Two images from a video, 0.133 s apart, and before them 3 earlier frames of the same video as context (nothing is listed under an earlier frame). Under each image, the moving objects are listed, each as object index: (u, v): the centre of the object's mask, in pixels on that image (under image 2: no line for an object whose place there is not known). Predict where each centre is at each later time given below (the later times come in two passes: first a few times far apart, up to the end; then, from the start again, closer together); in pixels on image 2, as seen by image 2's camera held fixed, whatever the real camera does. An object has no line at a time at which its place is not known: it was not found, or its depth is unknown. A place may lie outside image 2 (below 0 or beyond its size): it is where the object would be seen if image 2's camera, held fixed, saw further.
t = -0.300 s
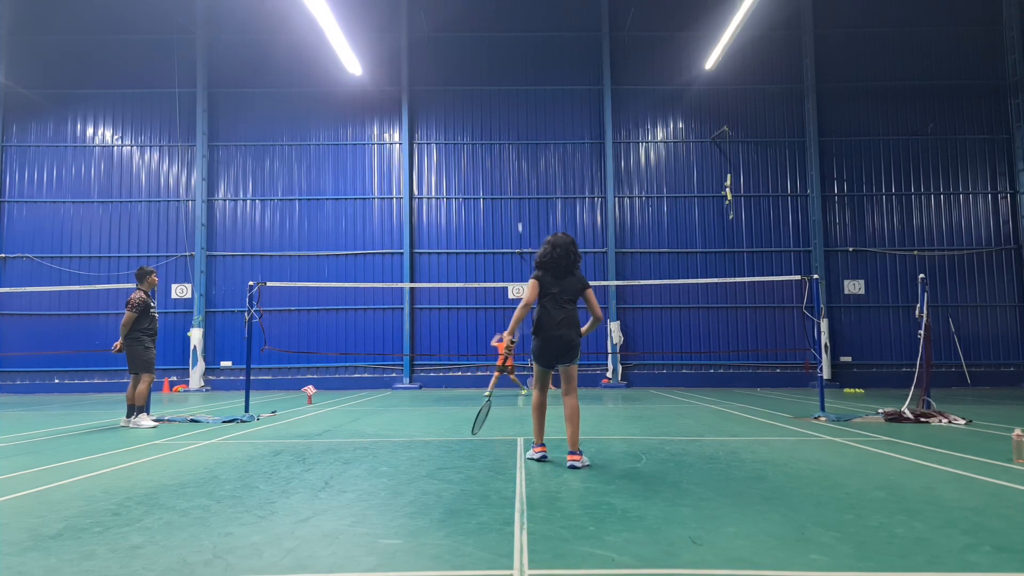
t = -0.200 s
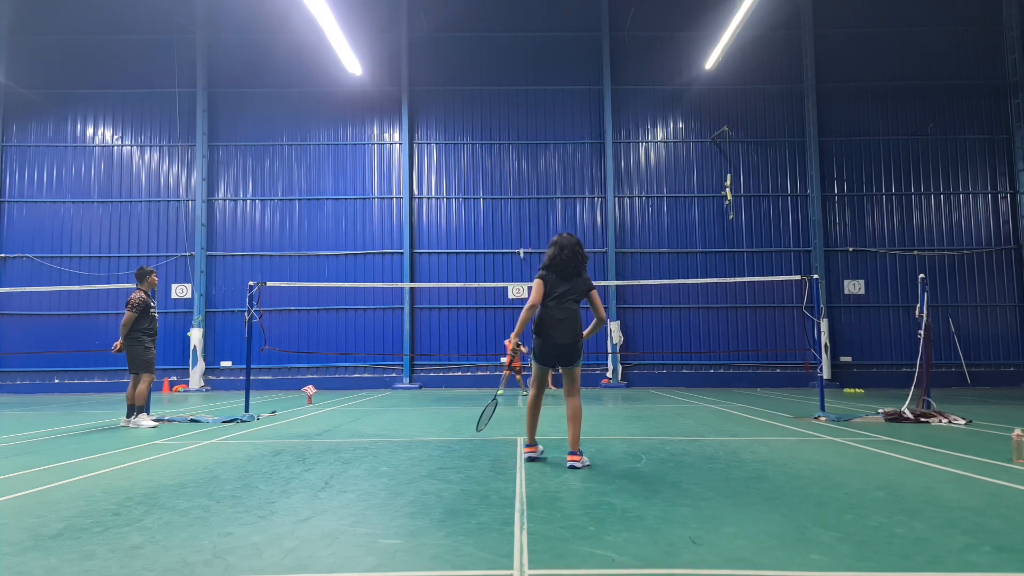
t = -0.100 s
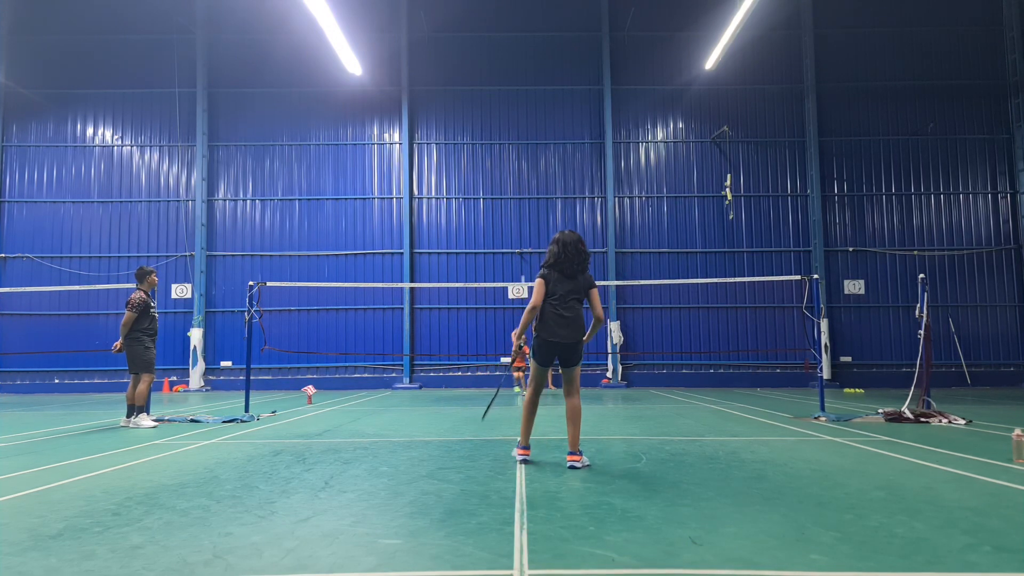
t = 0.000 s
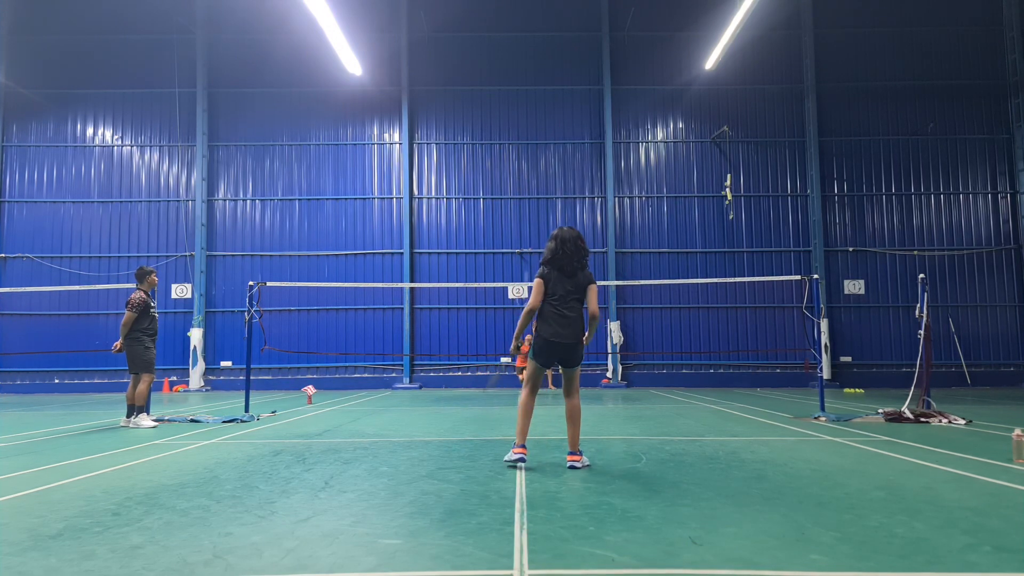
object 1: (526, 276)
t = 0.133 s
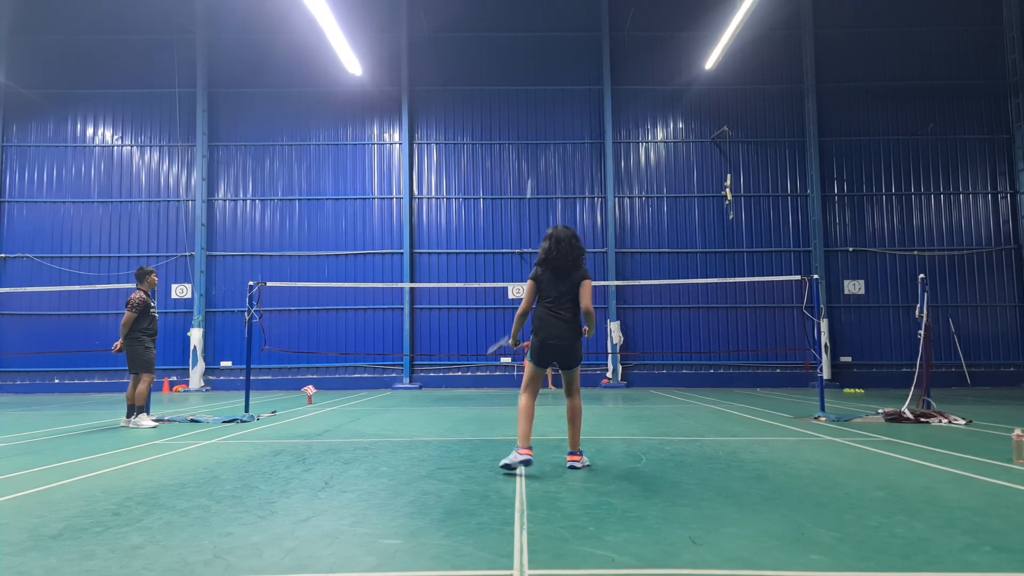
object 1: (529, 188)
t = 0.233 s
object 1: (531, 133)
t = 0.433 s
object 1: (533, 51)
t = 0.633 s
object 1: (534, 3)
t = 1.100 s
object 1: (530, 4)
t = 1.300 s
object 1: (525, 62)
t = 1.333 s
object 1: (524, 75)
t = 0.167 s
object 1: (530, 169)
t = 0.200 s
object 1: (531, 150)
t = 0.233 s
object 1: (531, 133)
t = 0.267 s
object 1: (531, 117)
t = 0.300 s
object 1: (532, 102)
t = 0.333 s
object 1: (532, 88)
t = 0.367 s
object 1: (533, 75)
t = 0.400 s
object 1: (533, 63)
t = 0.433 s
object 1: (533, 51)
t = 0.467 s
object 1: (534, 41)
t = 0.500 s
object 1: (534, 31)
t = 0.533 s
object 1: (534, 22)
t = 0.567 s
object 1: (534, 14)
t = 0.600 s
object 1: (534, 7)
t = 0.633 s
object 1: (534, 3)
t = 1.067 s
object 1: (530, 1)
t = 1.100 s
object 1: (530, 4)
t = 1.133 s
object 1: (529, 9)
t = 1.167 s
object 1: (528, 18)
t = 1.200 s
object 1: (527, 27)
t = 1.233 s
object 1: (527, 38)
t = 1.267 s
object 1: (526, 50)
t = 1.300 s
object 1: (525, 62)
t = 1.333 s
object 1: (524, 75)
